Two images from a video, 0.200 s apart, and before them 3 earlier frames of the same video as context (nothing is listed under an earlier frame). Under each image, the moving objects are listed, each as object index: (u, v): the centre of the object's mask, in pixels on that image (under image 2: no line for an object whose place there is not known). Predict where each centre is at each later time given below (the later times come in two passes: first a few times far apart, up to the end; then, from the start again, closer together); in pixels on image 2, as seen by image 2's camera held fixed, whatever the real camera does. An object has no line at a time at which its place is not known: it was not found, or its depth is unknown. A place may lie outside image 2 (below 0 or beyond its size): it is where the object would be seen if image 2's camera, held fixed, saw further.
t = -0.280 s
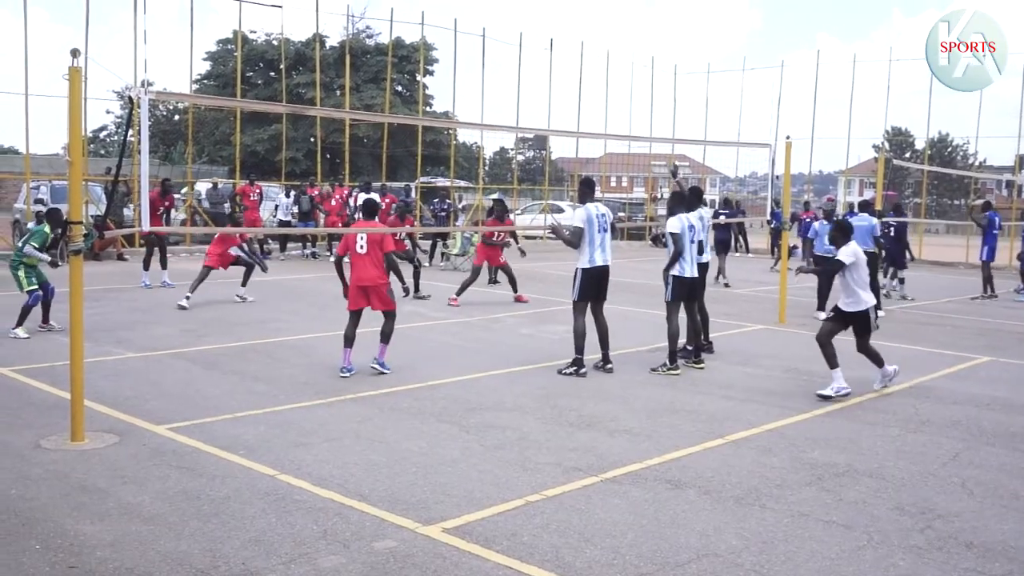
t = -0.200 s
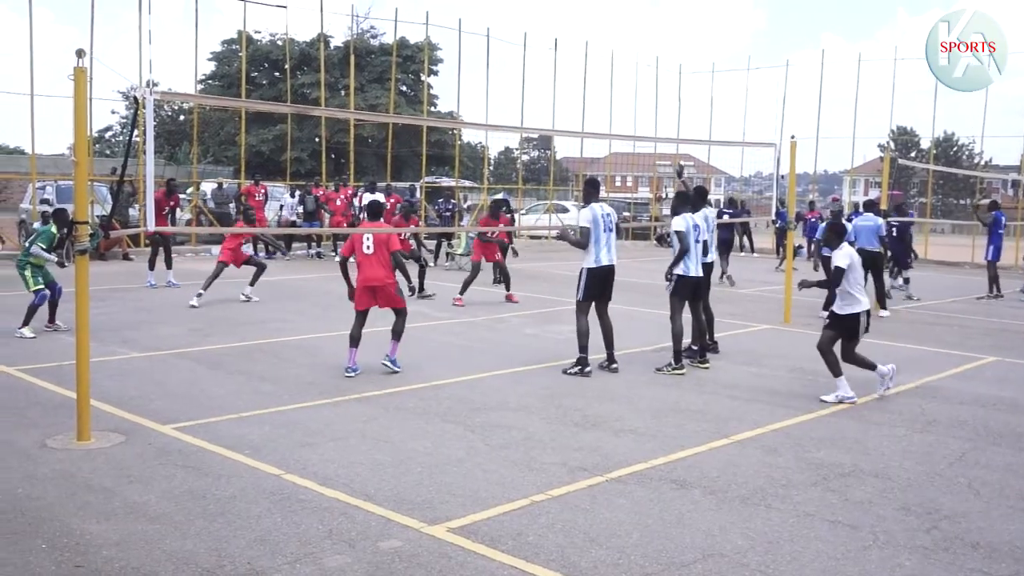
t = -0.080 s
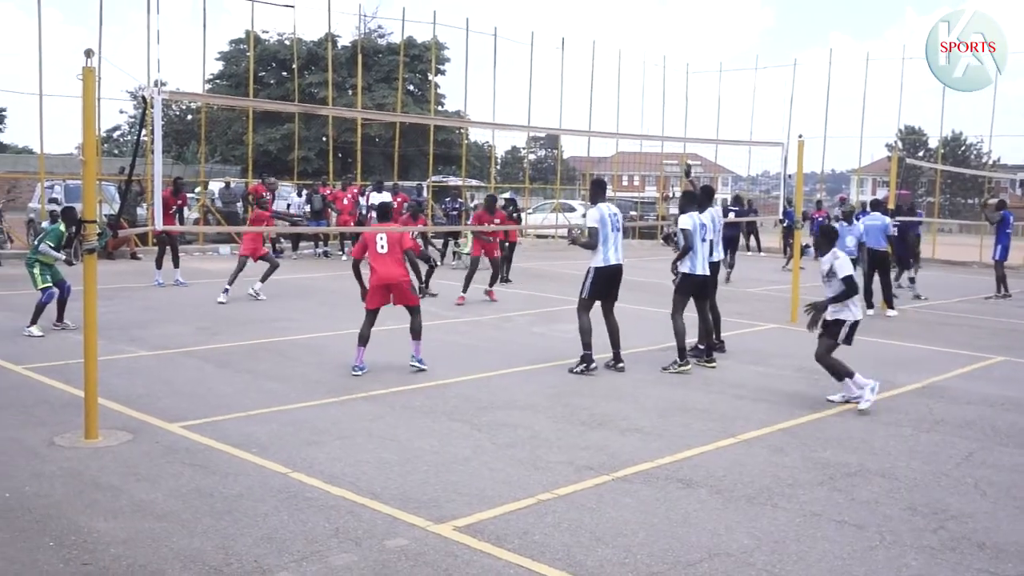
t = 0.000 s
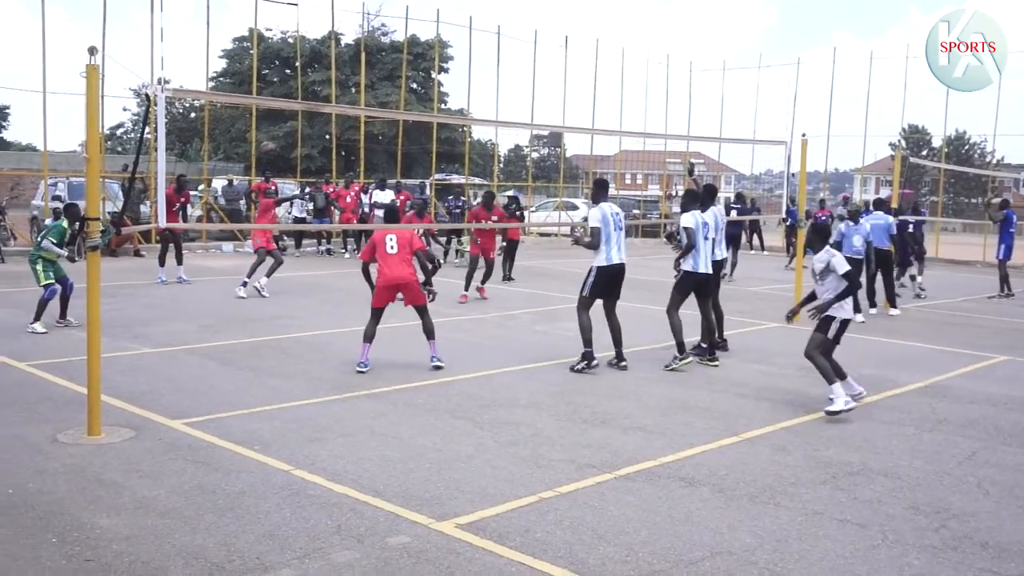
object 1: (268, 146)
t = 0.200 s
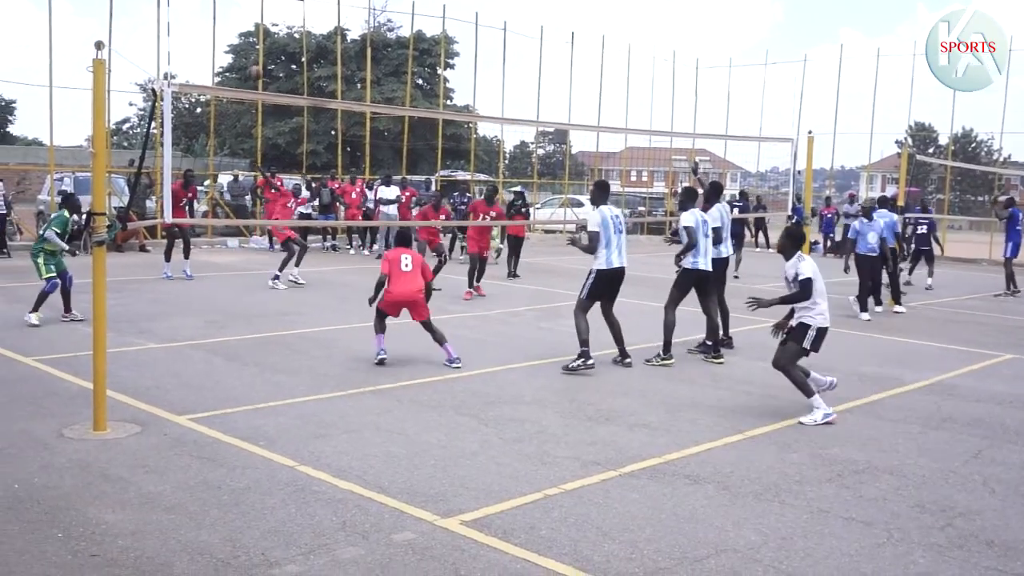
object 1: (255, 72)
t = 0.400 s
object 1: (231, 27)
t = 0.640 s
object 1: (200, 7)
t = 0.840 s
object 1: (169, 26)
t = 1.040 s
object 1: (136, 85)
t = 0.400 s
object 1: (231, 27)
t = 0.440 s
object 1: (226, 20)
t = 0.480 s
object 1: (221, 15)
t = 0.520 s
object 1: (216, 11)
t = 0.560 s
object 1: (211, 9)
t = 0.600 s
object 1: (205, 7)
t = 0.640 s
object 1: (200, 7)
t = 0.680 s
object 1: (193, 8)
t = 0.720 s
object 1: (188, 10)
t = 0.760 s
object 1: (182, 14)
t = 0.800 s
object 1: (176, 20)
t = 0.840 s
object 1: (169, 26)
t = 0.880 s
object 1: (163, 35)
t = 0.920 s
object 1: (156, 45)
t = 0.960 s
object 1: (149, 57)
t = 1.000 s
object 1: (143, 70)
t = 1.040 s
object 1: (136, 85)
